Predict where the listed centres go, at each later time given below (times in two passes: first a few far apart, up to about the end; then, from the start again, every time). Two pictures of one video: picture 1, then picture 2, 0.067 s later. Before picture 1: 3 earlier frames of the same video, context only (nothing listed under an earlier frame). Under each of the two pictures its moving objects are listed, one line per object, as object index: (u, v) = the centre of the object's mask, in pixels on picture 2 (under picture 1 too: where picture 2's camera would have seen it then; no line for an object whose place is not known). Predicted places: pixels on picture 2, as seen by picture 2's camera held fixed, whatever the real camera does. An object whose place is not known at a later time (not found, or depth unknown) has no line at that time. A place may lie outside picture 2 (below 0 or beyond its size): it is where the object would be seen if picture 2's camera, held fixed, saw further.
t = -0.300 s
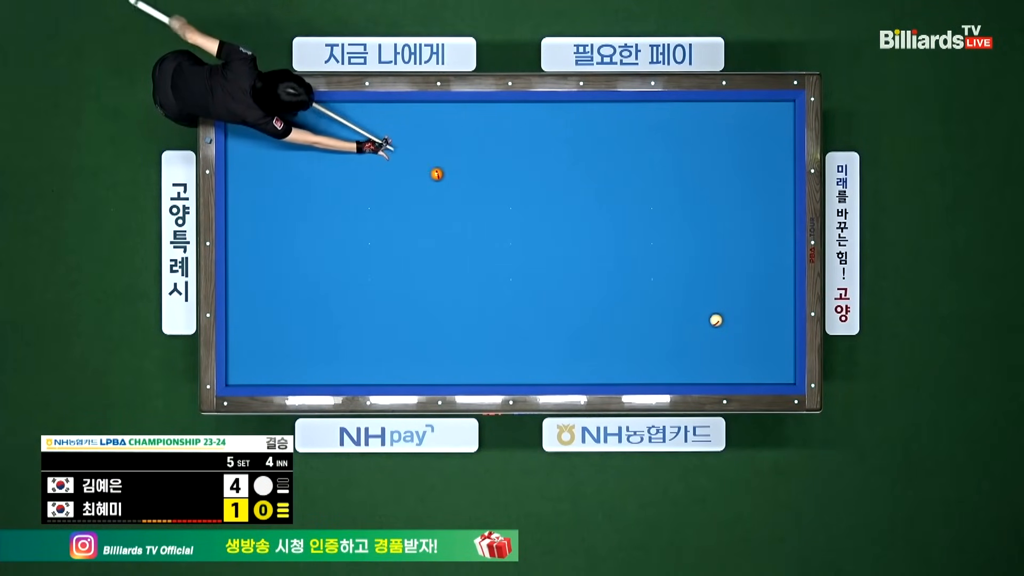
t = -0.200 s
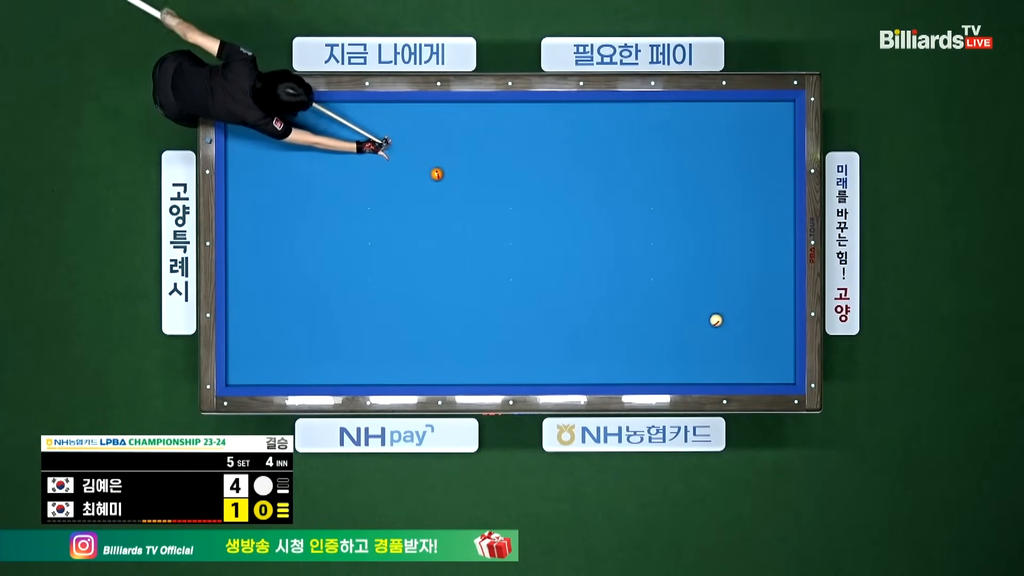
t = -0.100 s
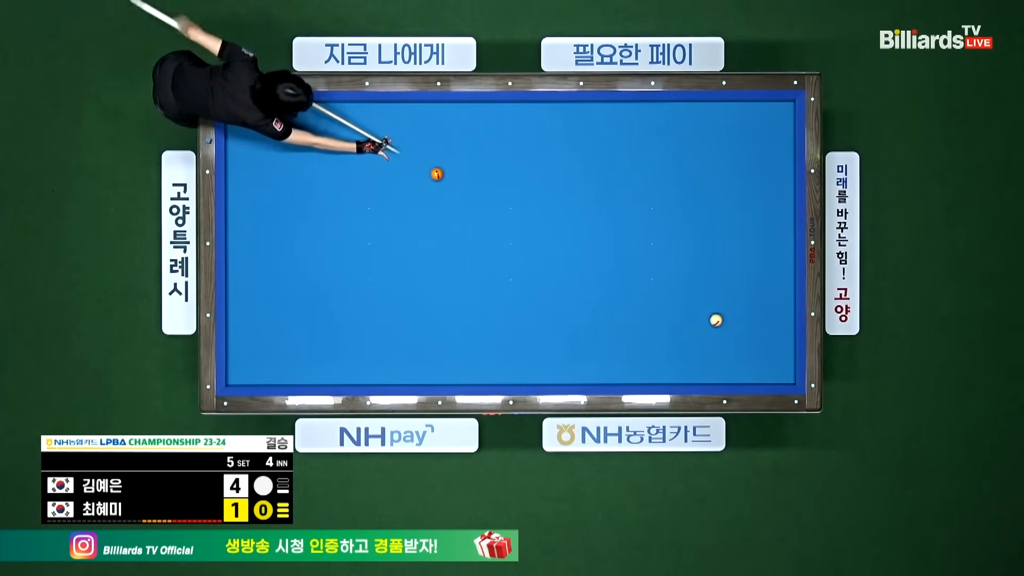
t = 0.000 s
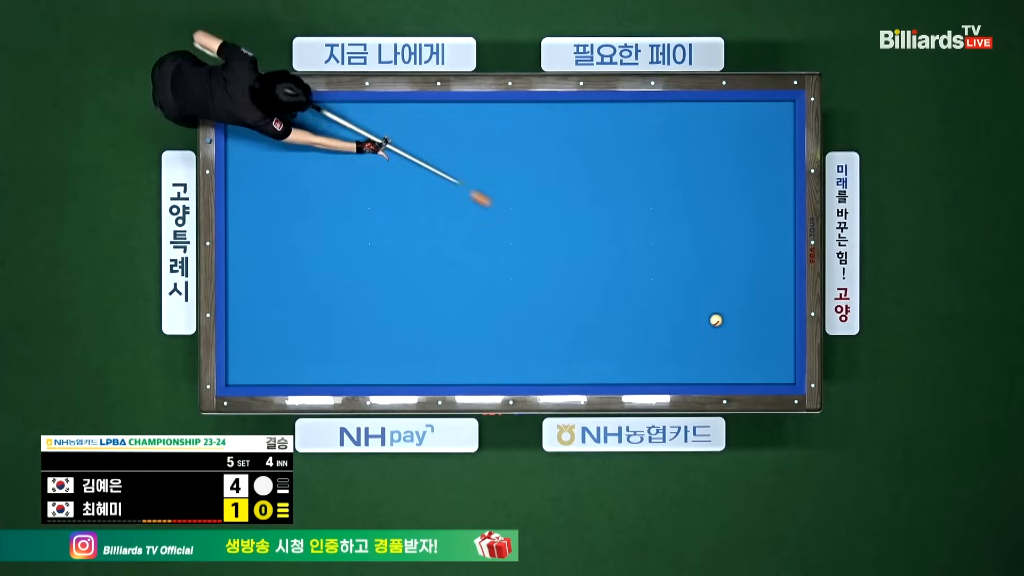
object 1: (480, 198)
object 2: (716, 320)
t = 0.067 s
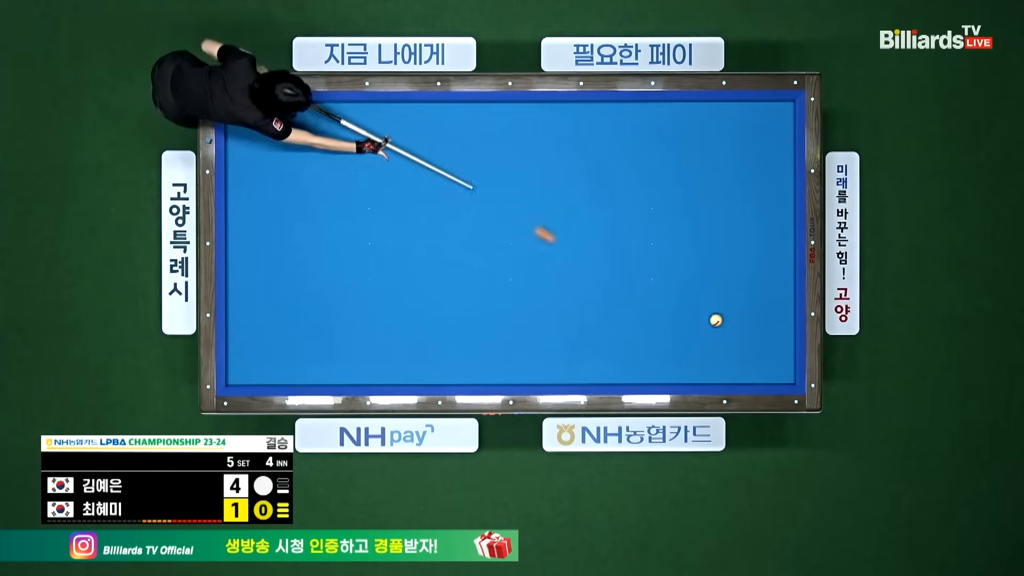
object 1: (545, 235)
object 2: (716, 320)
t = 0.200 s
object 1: (671, 305)
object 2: (716, 320)
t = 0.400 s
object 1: (751, 335)
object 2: (776, 291)
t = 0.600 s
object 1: (780, 238)
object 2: (693, 275)
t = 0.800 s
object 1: (742, 160)
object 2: (622, 262)
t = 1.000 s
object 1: (709, 119)
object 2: (558, 250)
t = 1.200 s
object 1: (667, 173)
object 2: (494, 238)
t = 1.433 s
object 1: (621, 220)
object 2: (421, 224)
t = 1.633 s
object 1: (581, 257)
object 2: (358, 212)
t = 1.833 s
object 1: (541, 295)
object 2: (297, 200)
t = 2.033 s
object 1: (503, 331)
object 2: (235, 188)
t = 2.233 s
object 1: (464, 367)
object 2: (275, 187)
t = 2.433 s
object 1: (433, 363)
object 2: (312, 185)
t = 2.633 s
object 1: (407, 345)
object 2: (345, 184)
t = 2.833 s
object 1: (381, 328)
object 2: (377, 182)
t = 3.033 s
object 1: (354, 311)
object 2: (410, 180)
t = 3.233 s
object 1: (329, 295)
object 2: (441, 178)
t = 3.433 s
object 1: (304, 279)
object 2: (473, 176)
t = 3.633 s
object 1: (279, 263)
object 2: (503, 174)
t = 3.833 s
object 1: (253, 247)
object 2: (534, 172)
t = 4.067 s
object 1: (236, 231)
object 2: (569, 170)
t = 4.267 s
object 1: (249, 222)
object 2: (599, 168)
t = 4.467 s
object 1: (262, 213)
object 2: (628, 167)
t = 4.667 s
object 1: (273, 205)
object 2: (657, 165)
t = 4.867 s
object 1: (285, 197)
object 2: (686, 163)
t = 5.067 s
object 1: (296, 189)
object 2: (714, 161)
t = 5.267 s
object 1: (307, 180)
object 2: (741, 160)
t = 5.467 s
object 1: (318, 173)
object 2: (769, 158)
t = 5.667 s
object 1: (328, 165)
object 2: (784, 157)
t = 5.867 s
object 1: (339, 158)
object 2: (767, 156)
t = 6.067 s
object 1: (348, 151)
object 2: (752, 155)
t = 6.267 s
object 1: (358, 144)
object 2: (737, 154)
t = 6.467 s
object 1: (367, 137)
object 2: (723, 154)
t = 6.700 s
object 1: (378, 130)
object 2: (706, 153)
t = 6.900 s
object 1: (386, 123)
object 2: (693, 153)
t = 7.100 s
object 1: (394, 117)
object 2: (680, 152)
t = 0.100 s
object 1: (577, 253)
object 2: (716, 320)
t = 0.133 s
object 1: (608, 271)
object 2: (716, 320)
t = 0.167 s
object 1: (639, 288)
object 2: (716, 320)
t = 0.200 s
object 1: (671, 305)
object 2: (716, 320)
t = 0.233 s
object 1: (701, 322)
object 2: (716, 320)
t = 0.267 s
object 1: (714, 346)
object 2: (733, 314)
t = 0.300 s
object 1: (724, 369)
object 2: (752, 307)
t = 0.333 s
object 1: (733, 372)
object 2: (771, 301)
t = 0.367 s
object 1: (742, 353)
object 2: (788, 294)
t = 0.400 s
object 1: (751, 335)
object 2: (776, 291)
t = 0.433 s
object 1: (759, 317)
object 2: (761, 288)
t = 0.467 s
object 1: (768, 300)
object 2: (747, 286)
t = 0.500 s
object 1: (776, 283)
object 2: (733, 283)
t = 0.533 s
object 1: (785, 267)
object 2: (719, 280)
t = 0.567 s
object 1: (788, 252)
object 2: (705, 278)
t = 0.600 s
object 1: (780, 238)
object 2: (693, 275)
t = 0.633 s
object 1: (773, 224)
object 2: (679, 273)
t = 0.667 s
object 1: (766, 211)
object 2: (667, 271)
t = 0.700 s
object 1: (760, 198)
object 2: (655, 268)
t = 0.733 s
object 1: (754, 185)
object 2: (644, 266)
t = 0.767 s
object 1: (748, 172)
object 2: (632, 264)
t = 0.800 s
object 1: (742, 160)
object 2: (622, 262)
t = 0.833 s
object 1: (737, 147)
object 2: (610, 260)
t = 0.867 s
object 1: (731, 136)
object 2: (600, 258)
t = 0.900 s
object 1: (727, 124)
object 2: (590, 256)
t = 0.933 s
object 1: (722, 112)
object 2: (579, 254)
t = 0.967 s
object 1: (716, 109)
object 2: (568, 252)
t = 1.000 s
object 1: (709, 119)
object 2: (558, 250)
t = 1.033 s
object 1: (702, 129)
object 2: (547, 248)
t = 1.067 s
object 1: (695, 139)
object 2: (537, 246)
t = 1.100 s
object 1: (688, 148)
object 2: (526, 244)
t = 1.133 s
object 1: (682, 157)
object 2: (515, 242)
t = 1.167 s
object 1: (674, 165)
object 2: (505, 240)
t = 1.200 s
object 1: (667, 173)
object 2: (494, 238)
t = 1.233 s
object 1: (661, 181)
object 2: (484, 236)
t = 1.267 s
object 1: (654, 188)
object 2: (473, 234)
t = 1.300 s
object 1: (647, 195)
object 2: (463, 232)
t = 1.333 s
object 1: (640, 201)
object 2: (453, 230)
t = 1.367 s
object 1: (634, 208)
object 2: (442, 228)
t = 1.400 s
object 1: (627, 214)
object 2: (432, 226)
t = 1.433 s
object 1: (621, 220)
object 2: (421, 224)
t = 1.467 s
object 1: (613, 226)
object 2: (411, 222)
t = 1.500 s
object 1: (607, 233)
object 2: (401, 220)
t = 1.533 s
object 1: (600, 239)
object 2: (390, 218)
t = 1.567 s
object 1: (594, 245)
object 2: (379, 216)
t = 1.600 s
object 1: (587, 251)
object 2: (369, 214)
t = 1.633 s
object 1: (581, 257)
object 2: (358, 212)
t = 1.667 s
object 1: (574, 264)
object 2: (348, 210)
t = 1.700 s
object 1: (568, 270)
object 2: (338, 209)
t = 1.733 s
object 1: (561, 276)
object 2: (328, 206)
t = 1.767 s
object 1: (555, 282)
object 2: (317, 204)
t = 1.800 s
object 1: (548, 289)
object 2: (307, 202)
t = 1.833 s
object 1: (541, 295)
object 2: (297, 200)
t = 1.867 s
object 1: (535, 300)
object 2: (286, 198)
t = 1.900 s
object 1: (528, 307)
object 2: (276, 197)
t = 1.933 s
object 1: (522, 313)
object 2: (265, 195)
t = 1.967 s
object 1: (515, 318)
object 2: (256, 193)
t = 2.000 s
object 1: (509, 325)
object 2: (246, 191)
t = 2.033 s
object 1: (503, 331)
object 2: (235, 188)
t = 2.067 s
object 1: (496, 337)
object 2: (235, 187)
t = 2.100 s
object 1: (490, 344)
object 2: (243, 188)
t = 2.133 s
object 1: (483, 349)
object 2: (252, 187)
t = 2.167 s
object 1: (477, 355)
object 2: (260, 187)
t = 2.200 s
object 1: (470, 361)
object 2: (268, 187)
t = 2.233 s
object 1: (464, 367)
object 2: (275, 187)
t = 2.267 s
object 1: (457, 373)
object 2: (282, 187)
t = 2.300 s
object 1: (451, 379)
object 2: (288, 186)
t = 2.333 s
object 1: (446, 376)
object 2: (295, 186)
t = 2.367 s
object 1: (442, 372)
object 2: (301, 186)
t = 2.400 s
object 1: (438, 367)
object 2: (306, 186)
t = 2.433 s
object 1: (433, 363)
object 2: (312, 185)
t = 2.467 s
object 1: (429, 359)
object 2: (317, 185)
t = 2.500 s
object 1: (424, 356)
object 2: (323, 185)
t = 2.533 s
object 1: (420, 353)
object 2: (328, 185)
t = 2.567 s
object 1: (416, 350)
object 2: (334, 184)
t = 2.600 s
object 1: (411, 348)
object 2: (339, 184)
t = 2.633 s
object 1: (407, 345)
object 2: (345, 184)
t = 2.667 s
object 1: (402, 342)
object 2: (350, 183)
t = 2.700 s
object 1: (398, 339)
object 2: (355, 183)
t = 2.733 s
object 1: (393, 336)
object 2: (361, 183)
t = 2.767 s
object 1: (389, 333)
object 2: (366, 183)
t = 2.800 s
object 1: (385, 331)
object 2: (372, 182)
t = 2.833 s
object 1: (381, 328)
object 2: (377, 182)
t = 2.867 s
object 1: (376, 325)
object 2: (383, 181)
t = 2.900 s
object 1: (372, 322)
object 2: (388, 181)
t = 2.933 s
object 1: (367, 320)
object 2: (393, 181)
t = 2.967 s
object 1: (363, 317)
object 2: (399, 180)
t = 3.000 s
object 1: (359, 314)
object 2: (404, 180)
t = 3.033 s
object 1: (354, 311)
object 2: (410, 180)
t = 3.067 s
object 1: (350, 309)
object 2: (415, 179)
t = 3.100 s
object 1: (346, 306)
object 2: (420, 179)
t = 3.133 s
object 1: (341, 303)
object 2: (426, 179)
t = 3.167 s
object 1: (337, 300)
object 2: (431, 179)
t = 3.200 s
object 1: (333, 298)
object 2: (436, 178)
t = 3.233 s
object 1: (329, 295)
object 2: (441, 178)
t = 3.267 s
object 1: (324, 292)
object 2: (447, 177)
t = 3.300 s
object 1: (320, 290)
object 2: (452, 177)
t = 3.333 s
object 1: (316, 287)
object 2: (457, 177)
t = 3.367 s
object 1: (312, 284)
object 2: (462, 177)
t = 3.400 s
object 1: (308, 282)
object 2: (467, 176)
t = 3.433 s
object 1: (304, 279)
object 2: (473, 176)
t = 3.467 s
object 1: (299, 276)
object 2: (478, 176)
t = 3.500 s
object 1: (295, 274)
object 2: (483, 176)
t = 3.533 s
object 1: (291, 271)
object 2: (488, 175)
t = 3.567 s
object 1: (287, 268)
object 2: (493, 175)
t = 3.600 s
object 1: (283, 266)
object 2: (498, 174)
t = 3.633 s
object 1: (279, 263)
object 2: (503, 174)
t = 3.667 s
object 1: (274, 260)
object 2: (508, 174)
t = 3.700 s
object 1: (270, 258)
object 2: (514, 174)
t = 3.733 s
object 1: (266, 255)
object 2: (519, 173)
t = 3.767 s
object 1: (262, 253)
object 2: (524, 173)
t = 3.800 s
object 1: (258, 250)
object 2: (529, 172)
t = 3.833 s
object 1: (253, 247)
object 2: (534, 172)
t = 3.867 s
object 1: (249, 245)
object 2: (539, 172)
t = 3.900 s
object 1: (246, 242)
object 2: (544, 171)
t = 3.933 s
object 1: (241, 239)
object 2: (549, 171)
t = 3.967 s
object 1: (237, 237)
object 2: (554, 171)
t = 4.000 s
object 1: (233, 234)
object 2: (559, 170)
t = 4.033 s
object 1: (233, 232)
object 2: (564, 170)
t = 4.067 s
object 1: (236, 231)
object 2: (569, 170)
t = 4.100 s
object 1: (238, 229)
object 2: (574, 170)
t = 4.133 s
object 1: (241, 228)
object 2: (579, 169)
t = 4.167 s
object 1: (243, 227)
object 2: (584, 169)
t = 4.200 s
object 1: (245, 225)
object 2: (589, 169)
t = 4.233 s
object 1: (247, 224)
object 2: (594, 169)
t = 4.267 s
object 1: (249, 222)
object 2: (599, 168)
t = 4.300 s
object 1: (251, 221)
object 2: (604, 168)
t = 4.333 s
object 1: (254, 219)
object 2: (608, 167)
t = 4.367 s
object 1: (256, 218)
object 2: (614, 167)
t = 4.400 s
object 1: (257, 216)
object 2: (618, 167)
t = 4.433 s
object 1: (260, 215)
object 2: (623, 167)
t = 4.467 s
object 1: (262, 213)
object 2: (628, 167)
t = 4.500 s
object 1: (263, 212)
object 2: (633, 166)
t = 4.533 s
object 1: (265, 210)
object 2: (638, 166)
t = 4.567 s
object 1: (267, 209)
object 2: (643, 165)
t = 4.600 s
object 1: (269, 208)
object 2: (647, 165)
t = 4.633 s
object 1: (271, 206)
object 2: (652, 165)
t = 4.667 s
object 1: (273, 205)
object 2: (657, 165)
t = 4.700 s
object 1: (275, 204)
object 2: (662, 164)
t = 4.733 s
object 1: (277, 202)
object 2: (667, 164)
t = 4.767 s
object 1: (279, 201)
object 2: (671, 164)
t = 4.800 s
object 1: (281, 199)
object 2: (676, 164)
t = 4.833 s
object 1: (283, 198)
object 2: (681, 163)
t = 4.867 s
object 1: (285, 197)
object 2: (686, 163)
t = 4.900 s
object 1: (287, 195)
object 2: (690, 163)
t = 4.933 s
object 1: (289, 194)
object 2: (695, 162)
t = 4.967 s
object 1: (291, 193)
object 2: (700, 162)
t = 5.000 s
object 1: (293, 191)
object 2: (705, 162)
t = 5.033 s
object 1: (294, 190)
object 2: (709, 162)
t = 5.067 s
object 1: (296, 189)
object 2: (714, 161)
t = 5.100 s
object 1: (298, 187)
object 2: (718, 161)
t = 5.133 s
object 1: (300, 186)
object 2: (723, 161)
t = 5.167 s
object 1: (302, 185)
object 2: (728, 161)
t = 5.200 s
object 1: (304, 183)
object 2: (732, 160)
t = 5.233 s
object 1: (305, 182)
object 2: (737, 160)
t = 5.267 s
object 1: (307, 180)
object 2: (741, 160)
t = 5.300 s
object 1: (309, 179)
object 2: (746, 160)
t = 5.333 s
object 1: (311, 178)
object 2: (750, 159)
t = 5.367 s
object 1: (313, 177)
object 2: (755, 159)
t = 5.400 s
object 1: (314, 175)
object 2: (759, 159)
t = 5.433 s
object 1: (316, 174)
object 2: (764, 158)
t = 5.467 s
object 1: (318, 173)
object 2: (769, 158)
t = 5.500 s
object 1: (320, 172)
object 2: (773, 158)
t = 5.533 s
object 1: (321, 170)
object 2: (778, 158)
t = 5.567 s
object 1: (323, 169)
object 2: (782, 157)
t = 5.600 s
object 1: (325, 168)
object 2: (787, 157)
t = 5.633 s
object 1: (327, 167)
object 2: (788, 156)
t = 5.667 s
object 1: (328, 165)
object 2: (784, 157)
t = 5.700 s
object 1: (330, 164)
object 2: (781, 156)
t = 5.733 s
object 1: (332, 163)
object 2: (778, 156)
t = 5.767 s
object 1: (334, 162)
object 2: (775, 156)
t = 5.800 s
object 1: (335, 161)
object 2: (773, 156)
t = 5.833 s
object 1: (337, 159)
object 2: (770, 156)
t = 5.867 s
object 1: (339, 158)
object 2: (767, 156)
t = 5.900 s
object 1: (340, 157)
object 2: (765, 156)
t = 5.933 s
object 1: (342, 156)
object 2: (762, 156)
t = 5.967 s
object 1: (344, 154)
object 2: (760, 155)
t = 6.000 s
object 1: (345, 153)
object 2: (757, 155)
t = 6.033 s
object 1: (347, 152)
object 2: (754, 155)
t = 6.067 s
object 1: (348, 151)
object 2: (752, 155)
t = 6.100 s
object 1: (350, 149)
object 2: (749, 155)
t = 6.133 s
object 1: (352, 148)
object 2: (747, 155)
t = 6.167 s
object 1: (353, 147)
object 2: (744, 155)
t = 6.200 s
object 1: (355, 146)
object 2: (742, 155)
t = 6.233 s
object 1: (356, 145)
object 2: (739, 155)
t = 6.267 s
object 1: (358, 144)
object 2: (737, 154)
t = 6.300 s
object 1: (359, 142)
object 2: (734, 154)
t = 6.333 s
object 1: (361, 142)
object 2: (732, 154)
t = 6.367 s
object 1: (363, 141)
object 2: (730, 154)
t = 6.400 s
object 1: (364, 139)
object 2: (727, 154)
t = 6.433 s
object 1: (366, 139)
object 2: (725, 154)
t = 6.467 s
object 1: (367, 137)
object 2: (723, 154)
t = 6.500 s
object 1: (369, 136)
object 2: (720, 154)
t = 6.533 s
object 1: (370, 136)
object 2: (719, 154)
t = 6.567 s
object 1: (371, 134)
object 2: (716, 153)
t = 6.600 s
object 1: (373, 133)
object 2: (713, 153)
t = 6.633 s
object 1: (374, 132)
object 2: (712, 153)
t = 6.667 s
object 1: (376, 131)
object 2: (709, 153)
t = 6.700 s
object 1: (378, 130)
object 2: (706, 153)
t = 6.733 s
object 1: (379, 129)
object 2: (704, 153)
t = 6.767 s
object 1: (380, 128)
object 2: (702, 153)
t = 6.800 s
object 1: (382, 127)
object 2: (700, 153)
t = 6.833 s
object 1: (383, 126)
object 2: (698, 153)
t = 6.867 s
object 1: (384, 125)
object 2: (695, 153)
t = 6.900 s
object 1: (386, 123)
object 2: (693, 153)
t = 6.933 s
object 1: (387, 123)
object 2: (691, 153)
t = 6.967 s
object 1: (389, 122)
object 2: (689, 153)
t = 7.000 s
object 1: (390, 120)
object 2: (686, 152)
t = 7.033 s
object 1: (391, 120)
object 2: (684, 152)
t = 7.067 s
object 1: (393, 118)
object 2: (682, 152)
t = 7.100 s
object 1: (394, 117)
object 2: (680, 152)
